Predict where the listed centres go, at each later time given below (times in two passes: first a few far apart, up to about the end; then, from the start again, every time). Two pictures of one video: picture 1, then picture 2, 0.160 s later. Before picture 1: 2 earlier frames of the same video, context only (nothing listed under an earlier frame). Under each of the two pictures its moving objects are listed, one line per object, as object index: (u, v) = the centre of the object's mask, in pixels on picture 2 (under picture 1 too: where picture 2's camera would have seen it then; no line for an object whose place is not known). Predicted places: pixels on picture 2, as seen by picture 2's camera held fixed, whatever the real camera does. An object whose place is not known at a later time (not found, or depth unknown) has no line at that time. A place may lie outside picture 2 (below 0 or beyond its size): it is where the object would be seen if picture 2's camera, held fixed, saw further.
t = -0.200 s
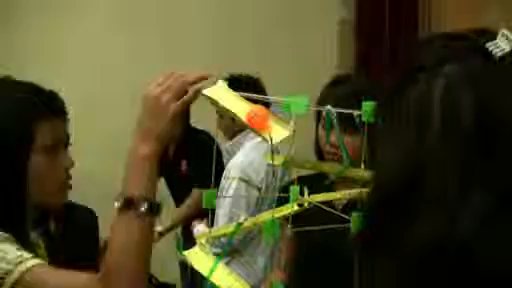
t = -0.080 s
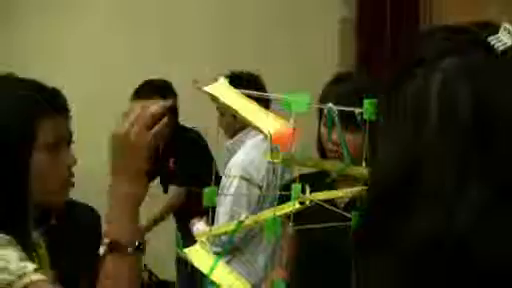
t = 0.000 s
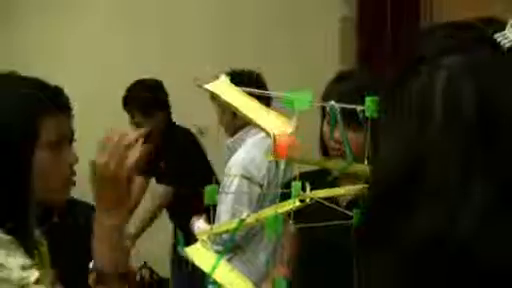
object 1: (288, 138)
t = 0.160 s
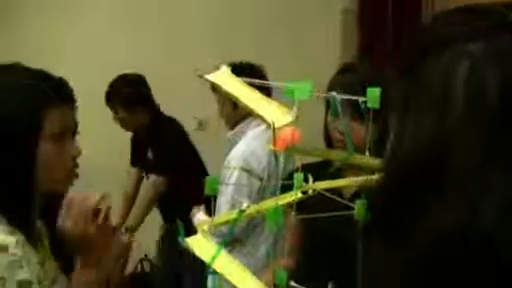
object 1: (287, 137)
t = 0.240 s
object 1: (288, 137)
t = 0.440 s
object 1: (315, 139)
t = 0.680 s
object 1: (354, 147)
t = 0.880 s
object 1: (382, 154)
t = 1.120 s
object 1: (357, 171)
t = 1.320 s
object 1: (333, 173)
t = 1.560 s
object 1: (310, 176)
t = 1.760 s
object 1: (291, 189)
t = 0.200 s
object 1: (287, 137)
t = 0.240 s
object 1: (288, 137)
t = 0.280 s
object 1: (289, 136)
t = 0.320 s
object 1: (298, 136)
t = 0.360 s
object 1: (305, 137)
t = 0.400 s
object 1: (309, 137)
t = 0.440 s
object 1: (315, 139)
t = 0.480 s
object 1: (321, 141)
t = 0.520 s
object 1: (327, 142)
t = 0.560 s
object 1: (331, 142)
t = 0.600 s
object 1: (338, 144)
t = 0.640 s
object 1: (345, 145)
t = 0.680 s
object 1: (354, 147)
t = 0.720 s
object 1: (361, 148)
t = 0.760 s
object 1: (368, 150)
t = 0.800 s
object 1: (375, 152)
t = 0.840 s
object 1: (377, 153)
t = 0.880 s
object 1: (382, 154)
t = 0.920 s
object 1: (386, 164)
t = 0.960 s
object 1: (380, 170)
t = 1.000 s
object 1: (373, 171)
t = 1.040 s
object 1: (366, 170)
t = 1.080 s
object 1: (362, 170)
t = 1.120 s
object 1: (357, 171)
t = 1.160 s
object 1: (353, 172)
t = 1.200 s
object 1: (346, 171)
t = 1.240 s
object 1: (342, 172)
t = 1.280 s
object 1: (338, 172)
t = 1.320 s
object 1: (333, 173)
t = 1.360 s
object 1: (330, 174)
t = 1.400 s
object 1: (327, 174)
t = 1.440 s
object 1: (324, 175)
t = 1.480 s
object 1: (320, 175)
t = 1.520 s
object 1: (314, 176)
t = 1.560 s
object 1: (310, 176)
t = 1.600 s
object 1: (307, 177)
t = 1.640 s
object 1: (305, 179)
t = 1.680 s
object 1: (291, 189)
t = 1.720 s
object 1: (291, 189)
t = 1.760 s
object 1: (291, 189)
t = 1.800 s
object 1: (291, 189)
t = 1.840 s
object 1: (290, 189)
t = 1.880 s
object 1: (290, 190)
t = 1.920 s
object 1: (287, 189)
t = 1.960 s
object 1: (285, 190)
